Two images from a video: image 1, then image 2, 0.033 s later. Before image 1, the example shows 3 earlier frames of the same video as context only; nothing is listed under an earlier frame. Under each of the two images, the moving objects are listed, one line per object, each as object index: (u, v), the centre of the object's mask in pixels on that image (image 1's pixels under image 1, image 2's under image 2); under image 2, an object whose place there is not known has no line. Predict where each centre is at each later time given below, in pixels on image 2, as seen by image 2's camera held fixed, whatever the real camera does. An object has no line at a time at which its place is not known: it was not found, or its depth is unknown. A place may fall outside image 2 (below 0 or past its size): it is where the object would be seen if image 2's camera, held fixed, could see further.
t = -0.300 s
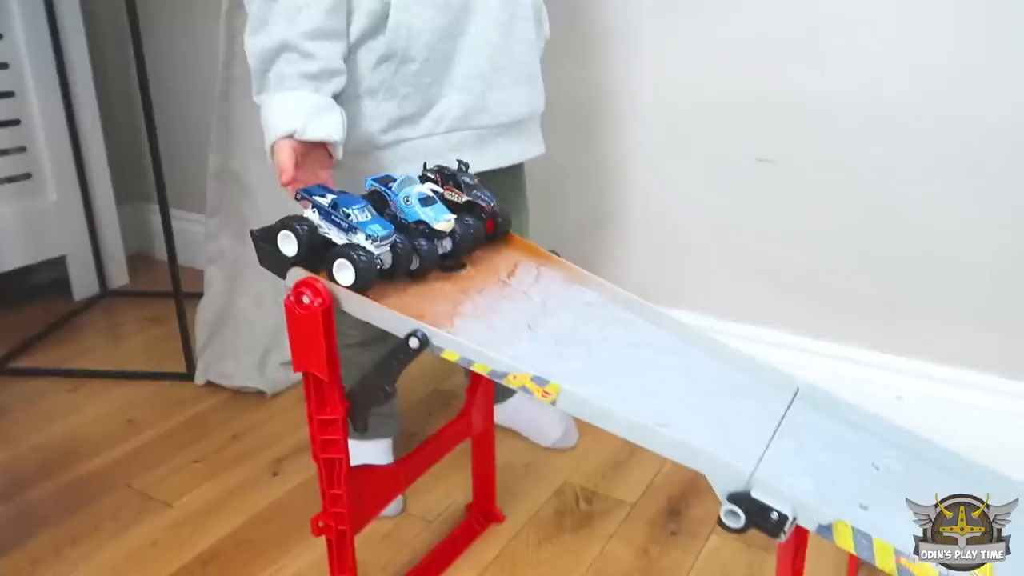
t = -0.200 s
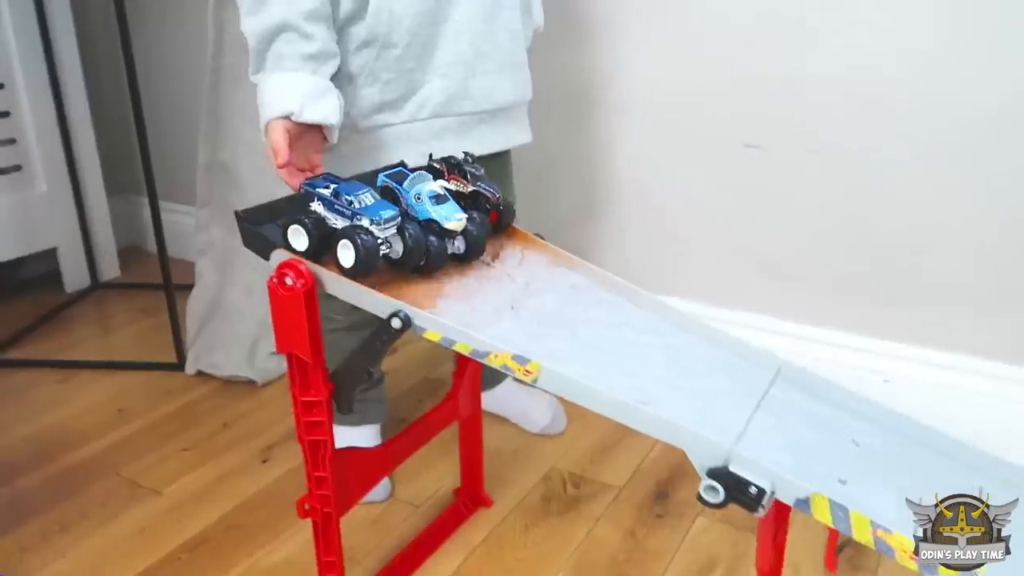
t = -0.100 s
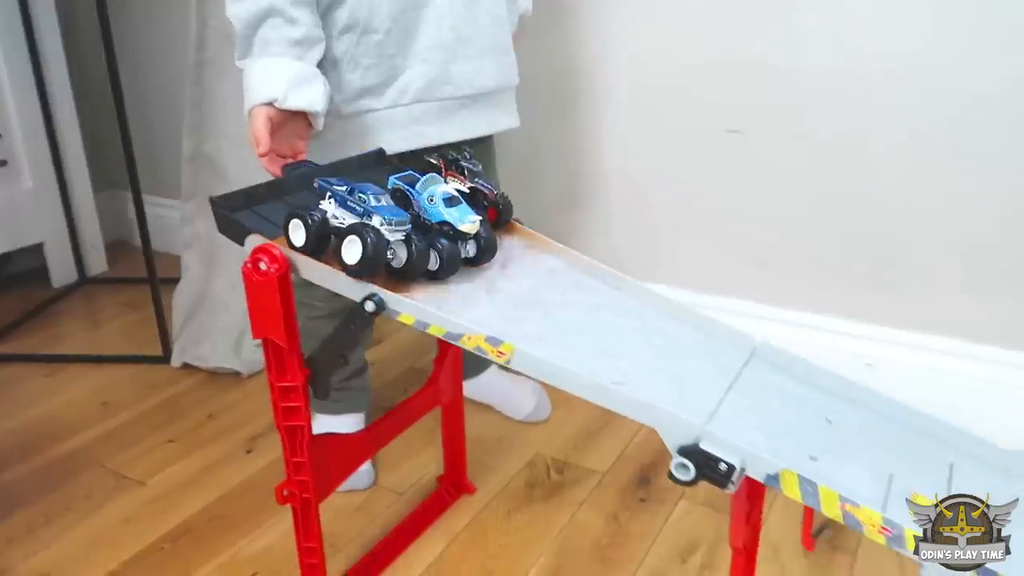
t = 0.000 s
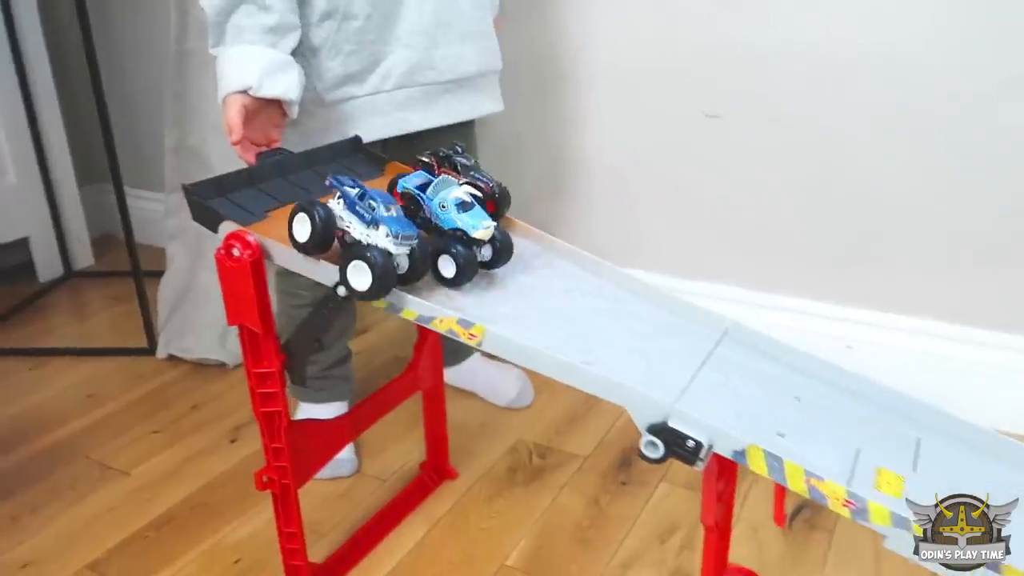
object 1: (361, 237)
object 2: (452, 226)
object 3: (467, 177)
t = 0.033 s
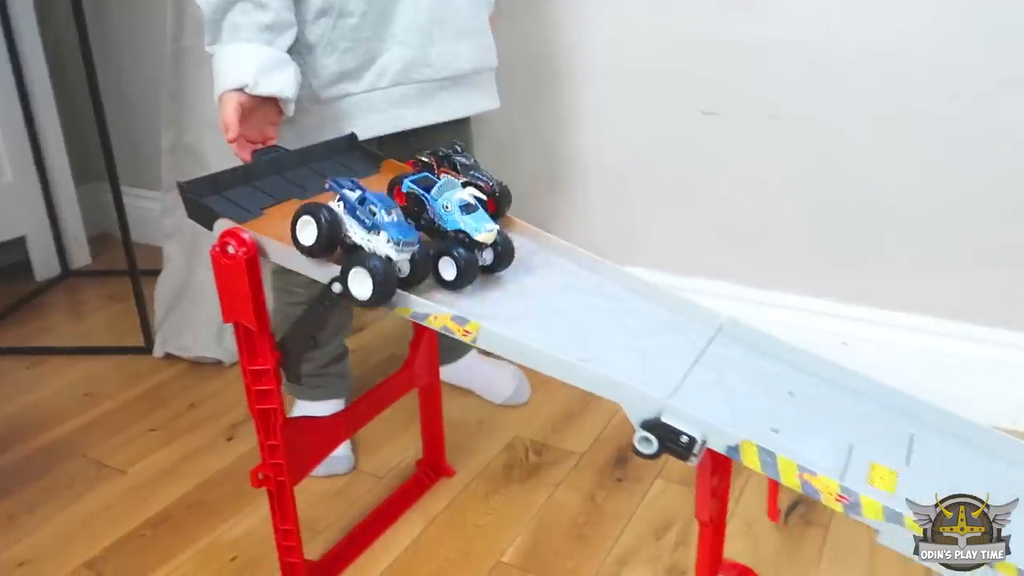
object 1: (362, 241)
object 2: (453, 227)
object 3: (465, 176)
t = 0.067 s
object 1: (377, 255)
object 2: (468, 238)
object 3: (460, 184)
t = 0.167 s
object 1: (426, 293)
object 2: (518, 259)
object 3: (486, 202)
